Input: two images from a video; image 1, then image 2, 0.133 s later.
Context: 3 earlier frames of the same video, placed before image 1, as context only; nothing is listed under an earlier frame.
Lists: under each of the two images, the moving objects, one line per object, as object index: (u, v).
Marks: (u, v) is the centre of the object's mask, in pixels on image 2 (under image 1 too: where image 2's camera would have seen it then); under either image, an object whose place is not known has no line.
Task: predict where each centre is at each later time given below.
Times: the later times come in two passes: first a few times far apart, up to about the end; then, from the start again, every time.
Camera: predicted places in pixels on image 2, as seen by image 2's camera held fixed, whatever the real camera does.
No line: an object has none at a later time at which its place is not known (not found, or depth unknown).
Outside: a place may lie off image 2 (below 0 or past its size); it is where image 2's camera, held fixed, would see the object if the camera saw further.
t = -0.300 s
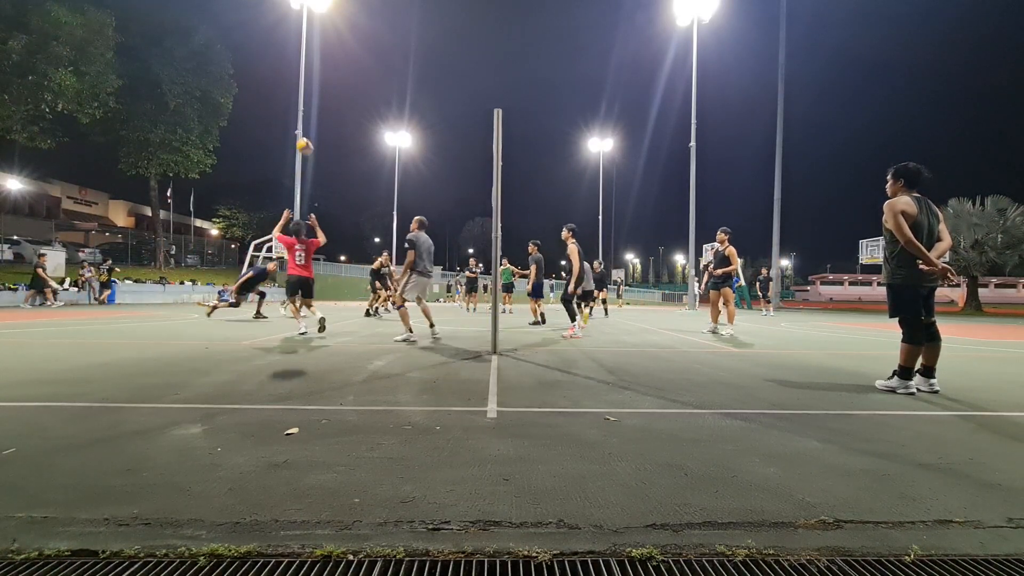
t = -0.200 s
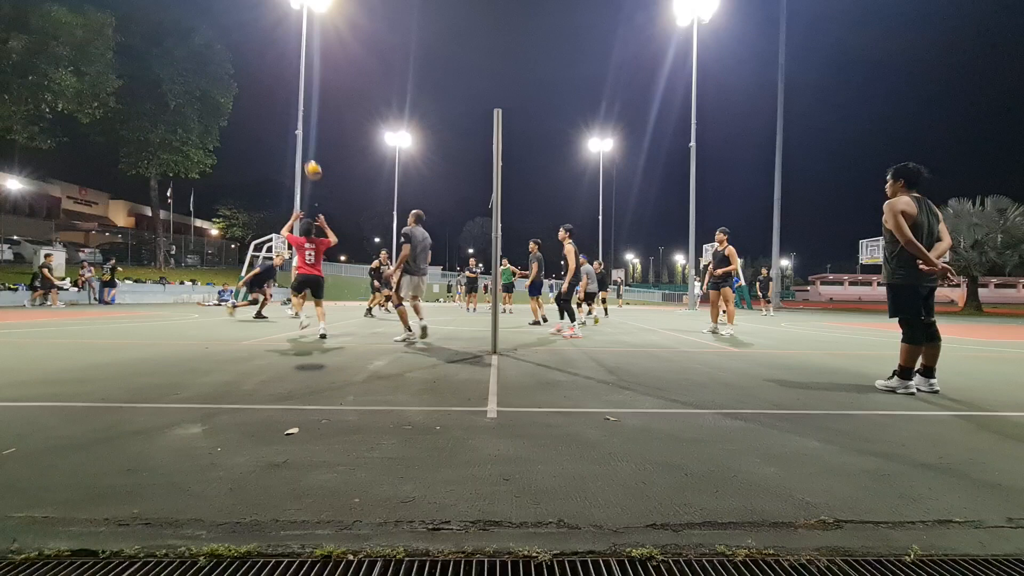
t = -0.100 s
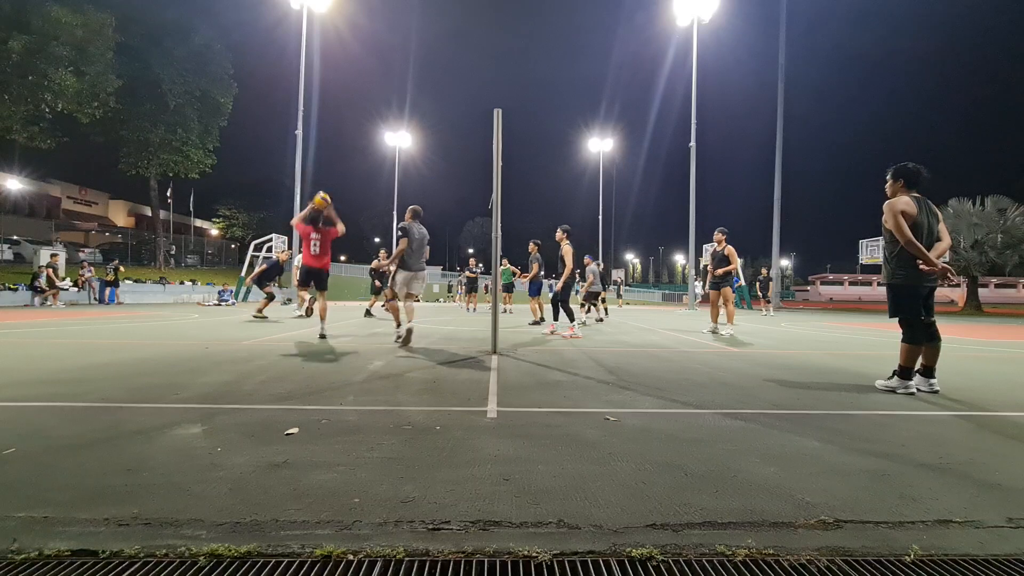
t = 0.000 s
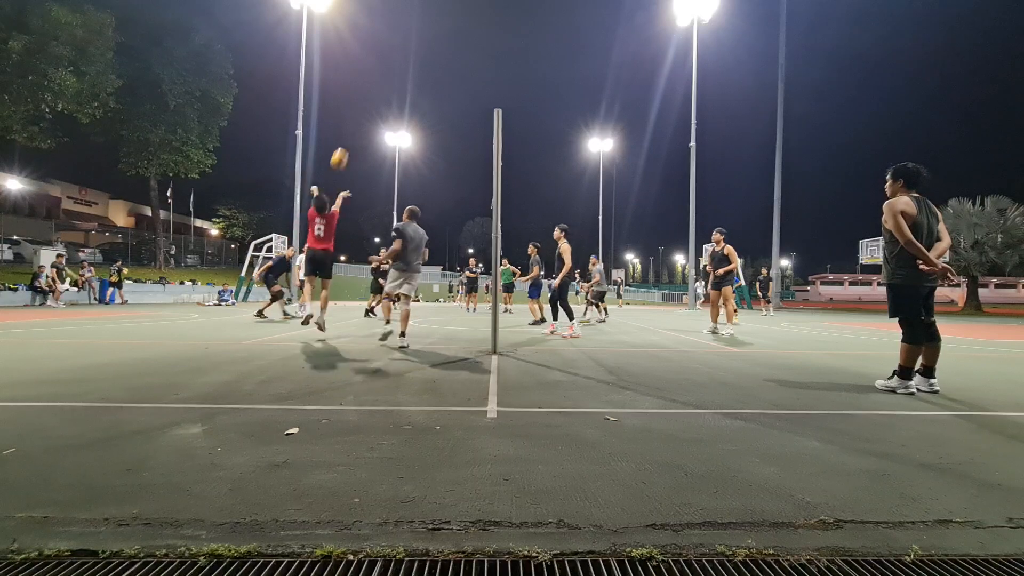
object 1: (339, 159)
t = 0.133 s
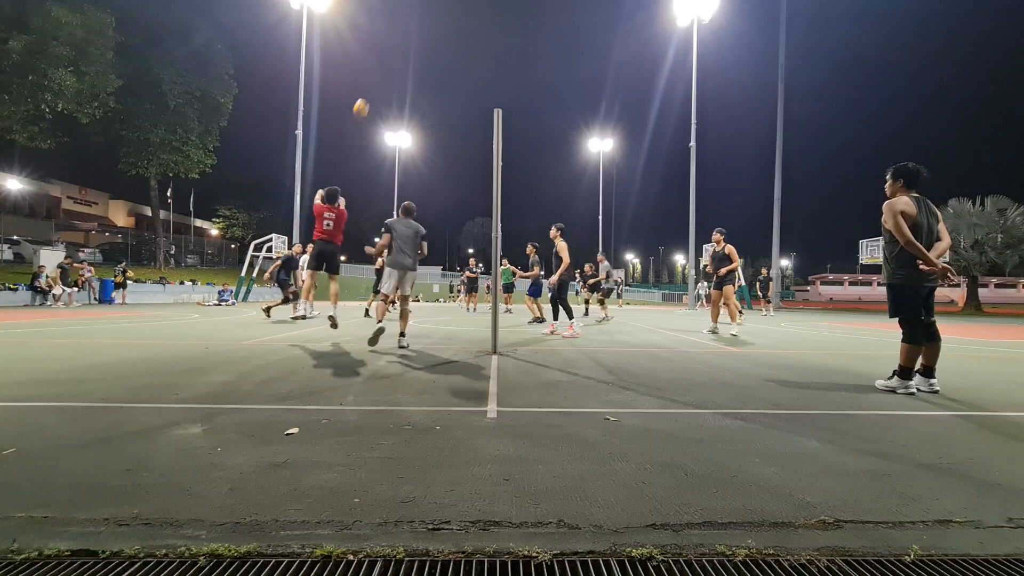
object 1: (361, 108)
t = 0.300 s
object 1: (381, 71)
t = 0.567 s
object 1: (406, 56)
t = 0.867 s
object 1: (427, 78)
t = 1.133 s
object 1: (441, 121)
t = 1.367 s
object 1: (449, 173)
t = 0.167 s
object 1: (366, 98)
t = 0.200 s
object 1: (370, 90)
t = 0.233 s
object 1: (374, 83)
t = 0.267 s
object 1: (378, 76)
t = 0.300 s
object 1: (381, 71)
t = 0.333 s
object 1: (385, 67)
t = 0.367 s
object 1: (388, 63)
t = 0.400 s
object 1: (391, 60)
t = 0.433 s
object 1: (395, 58)
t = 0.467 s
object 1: (397, 57)
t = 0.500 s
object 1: (400, 56)
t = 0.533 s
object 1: (403, 55)
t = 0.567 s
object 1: (406, 56)
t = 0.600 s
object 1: (409, 56)
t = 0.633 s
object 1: (411, 58)
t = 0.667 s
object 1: (414, 59)
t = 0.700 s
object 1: (416, 61)
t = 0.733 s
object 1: (419, 64)
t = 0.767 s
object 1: (421, 67)
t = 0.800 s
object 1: (423, 70)
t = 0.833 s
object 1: (425, 74)
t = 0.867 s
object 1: (427, 78)
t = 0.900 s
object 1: (429, 82)
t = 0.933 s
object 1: (431, 87)
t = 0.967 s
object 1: (433, 92)
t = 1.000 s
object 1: (434, 97)
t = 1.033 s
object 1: (436, 103)
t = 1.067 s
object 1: (437, 109)
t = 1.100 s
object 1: (439, 115)
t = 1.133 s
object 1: (441, 121)
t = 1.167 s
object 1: (442, 128)
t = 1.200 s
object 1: (443, 135)
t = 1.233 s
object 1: (445, 142)
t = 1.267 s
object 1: (446, 149)
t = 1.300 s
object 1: (447, 157)
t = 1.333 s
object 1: (448, 165)
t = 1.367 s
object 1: (449, 173)
